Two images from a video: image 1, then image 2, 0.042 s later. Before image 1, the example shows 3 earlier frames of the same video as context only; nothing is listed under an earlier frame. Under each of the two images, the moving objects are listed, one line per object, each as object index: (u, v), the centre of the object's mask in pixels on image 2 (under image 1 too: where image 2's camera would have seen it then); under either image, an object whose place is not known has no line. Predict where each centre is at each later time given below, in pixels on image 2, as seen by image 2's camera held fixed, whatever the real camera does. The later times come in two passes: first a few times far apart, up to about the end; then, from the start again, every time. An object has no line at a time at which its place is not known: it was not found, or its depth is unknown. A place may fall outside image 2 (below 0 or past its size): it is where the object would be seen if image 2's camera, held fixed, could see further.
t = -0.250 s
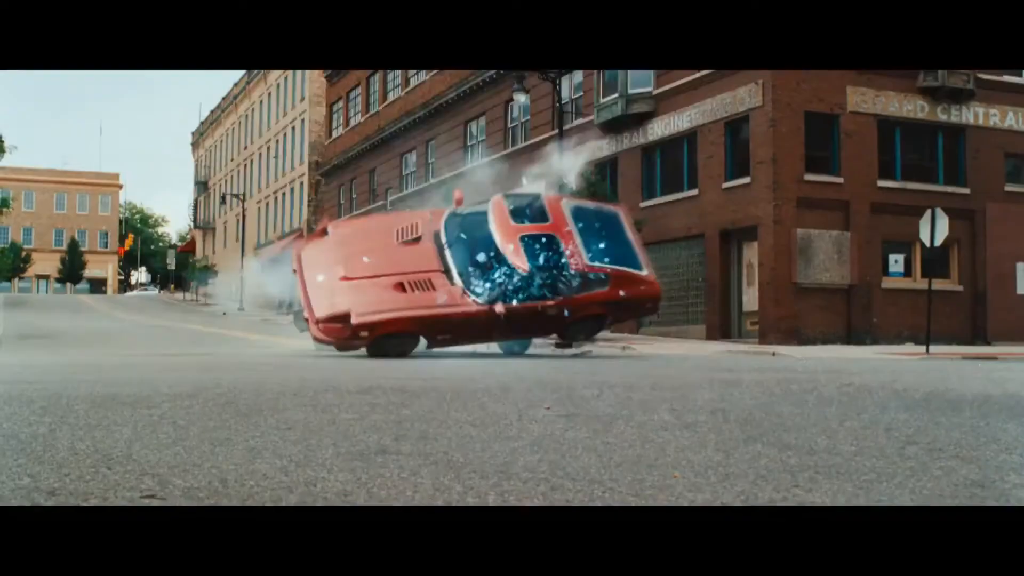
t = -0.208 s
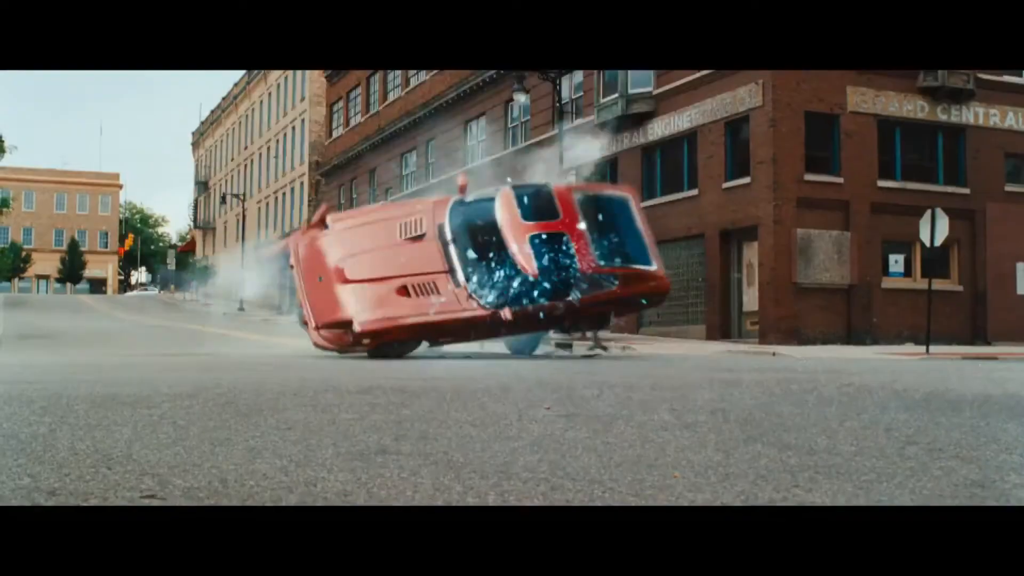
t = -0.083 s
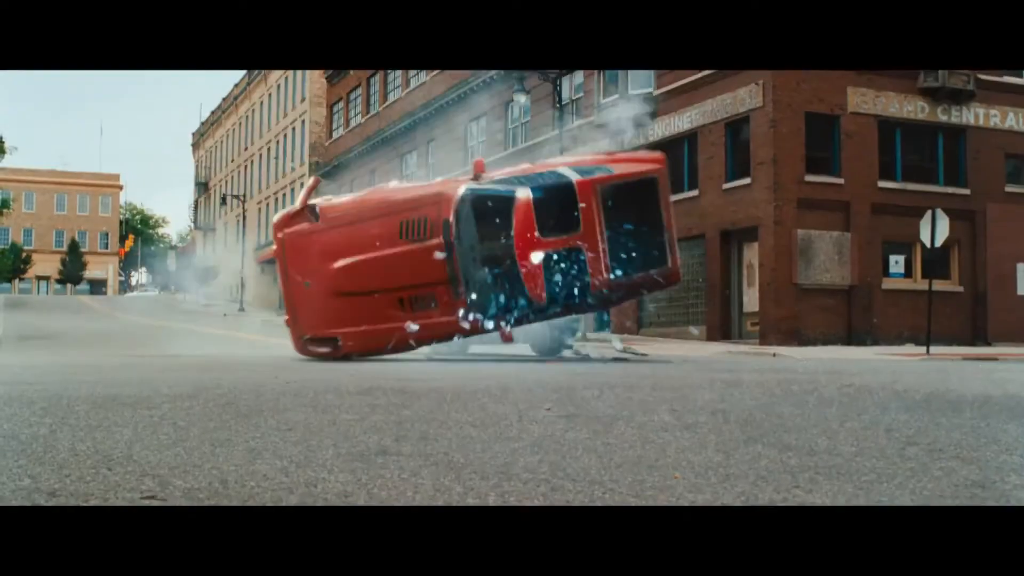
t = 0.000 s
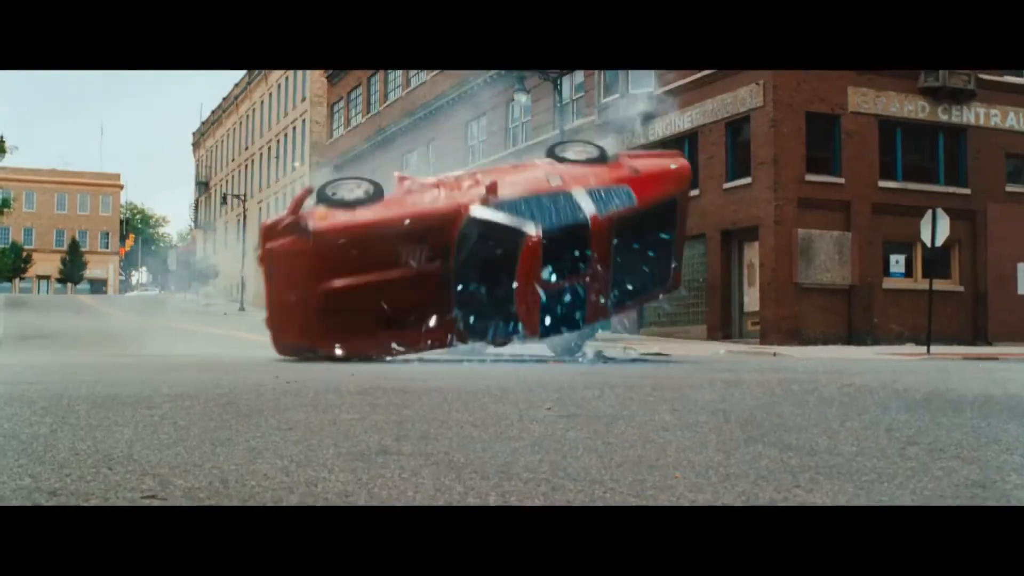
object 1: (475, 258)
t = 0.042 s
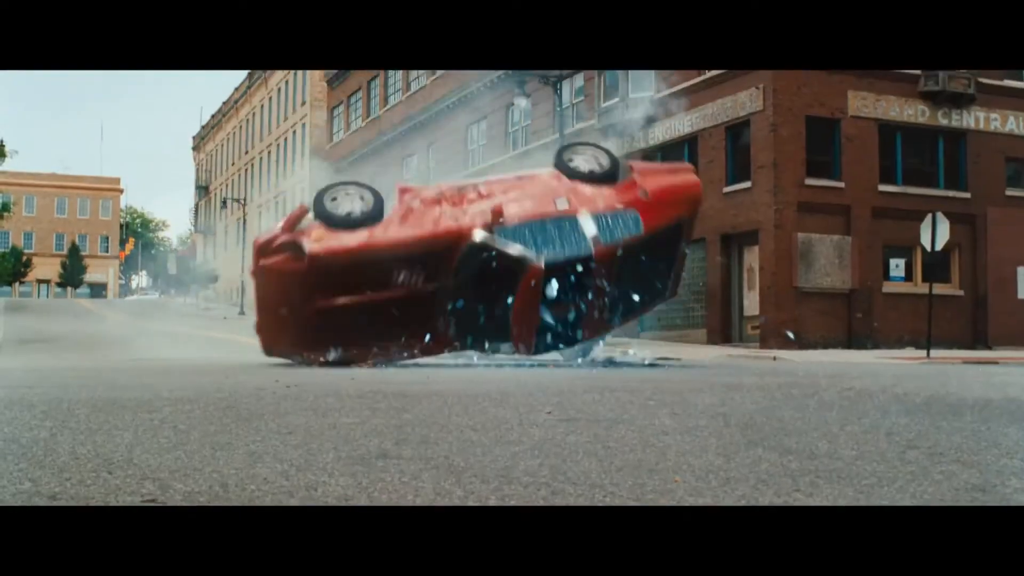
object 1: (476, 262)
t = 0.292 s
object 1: (487, 290)
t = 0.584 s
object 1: (464, 279)
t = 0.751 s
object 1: (465, 272)
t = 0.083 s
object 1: (476, 267)
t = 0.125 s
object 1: (477, 272)
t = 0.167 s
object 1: (480, 276)
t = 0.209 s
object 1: (483, 281)
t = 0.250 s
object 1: (487, 285)
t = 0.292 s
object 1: (487, 290)
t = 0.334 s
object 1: (478, 291)
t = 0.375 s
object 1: (471, 290)
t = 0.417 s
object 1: (467, 289)
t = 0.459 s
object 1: (464, 285)
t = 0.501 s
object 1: (465, 283)
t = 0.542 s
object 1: (465, 280)
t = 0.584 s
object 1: (464, 279)
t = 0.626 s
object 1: (457, 278)
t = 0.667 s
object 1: (468, 278)
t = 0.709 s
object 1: (465, 274)
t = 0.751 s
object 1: (465, 272)
